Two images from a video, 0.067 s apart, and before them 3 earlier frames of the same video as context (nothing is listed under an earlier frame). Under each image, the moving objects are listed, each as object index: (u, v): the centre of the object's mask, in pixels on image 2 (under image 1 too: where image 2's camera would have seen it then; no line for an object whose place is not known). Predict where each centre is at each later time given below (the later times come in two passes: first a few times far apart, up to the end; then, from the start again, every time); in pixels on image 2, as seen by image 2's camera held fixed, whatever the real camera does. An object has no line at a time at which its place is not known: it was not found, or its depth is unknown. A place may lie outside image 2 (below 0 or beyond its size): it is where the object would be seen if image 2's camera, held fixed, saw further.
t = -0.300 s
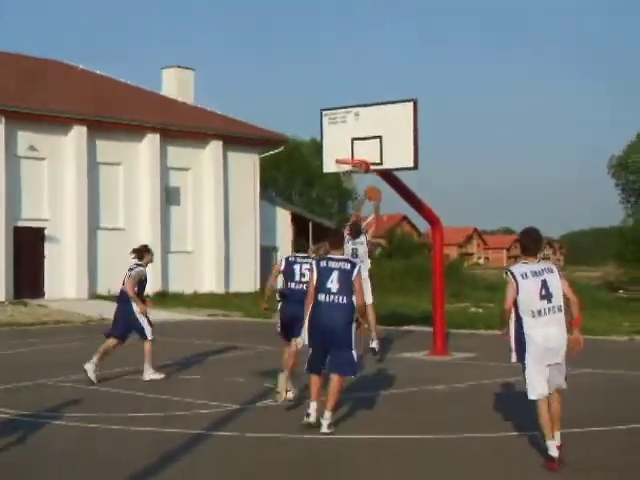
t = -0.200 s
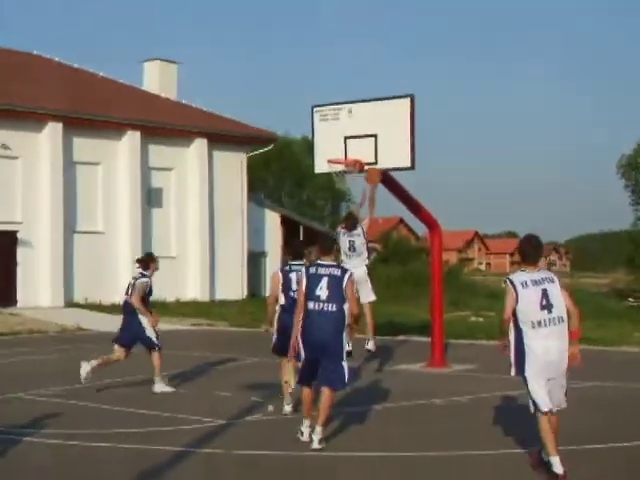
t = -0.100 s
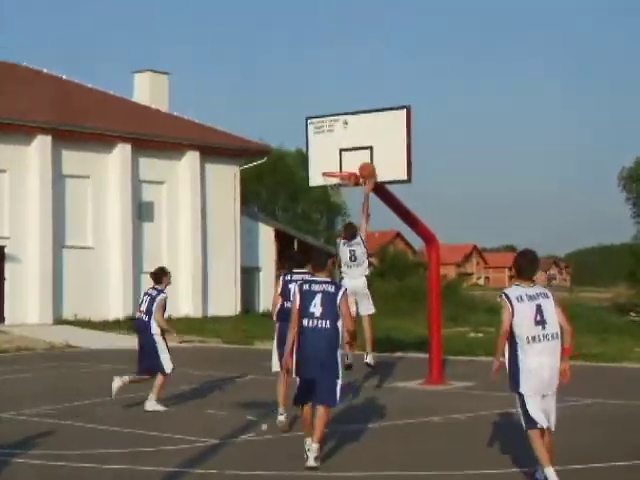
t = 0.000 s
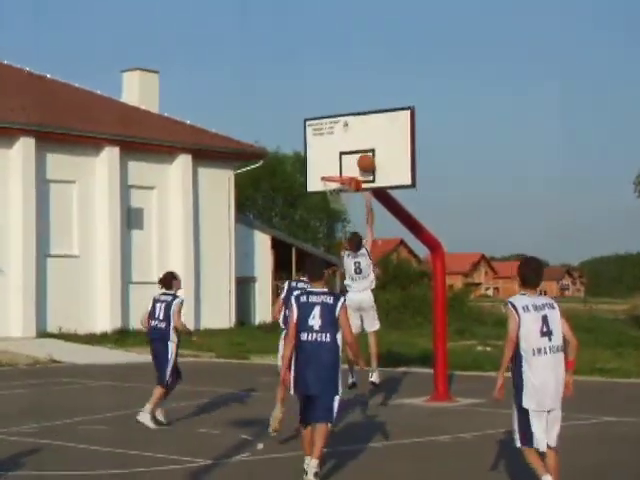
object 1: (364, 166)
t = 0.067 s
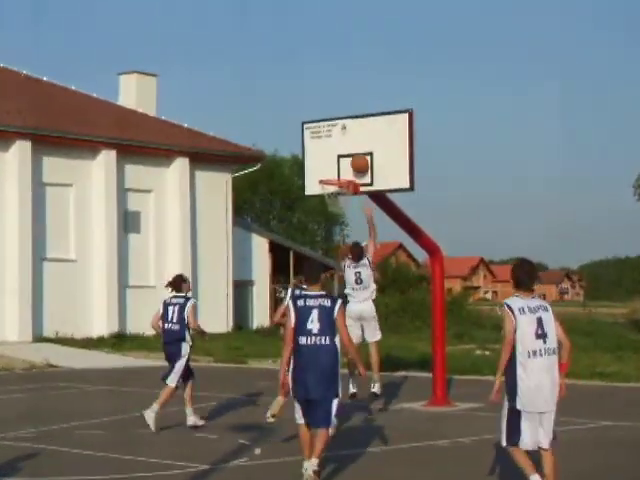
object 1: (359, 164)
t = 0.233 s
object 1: (343, 173)
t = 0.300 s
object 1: (336, 181)
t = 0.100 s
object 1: (356, 163)
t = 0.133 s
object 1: (353, 164)
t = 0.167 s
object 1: (349, 166)
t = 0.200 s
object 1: (346, 169)
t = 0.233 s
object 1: (343, 173)
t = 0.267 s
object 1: (340, 176)
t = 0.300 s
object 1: (336, 181)
